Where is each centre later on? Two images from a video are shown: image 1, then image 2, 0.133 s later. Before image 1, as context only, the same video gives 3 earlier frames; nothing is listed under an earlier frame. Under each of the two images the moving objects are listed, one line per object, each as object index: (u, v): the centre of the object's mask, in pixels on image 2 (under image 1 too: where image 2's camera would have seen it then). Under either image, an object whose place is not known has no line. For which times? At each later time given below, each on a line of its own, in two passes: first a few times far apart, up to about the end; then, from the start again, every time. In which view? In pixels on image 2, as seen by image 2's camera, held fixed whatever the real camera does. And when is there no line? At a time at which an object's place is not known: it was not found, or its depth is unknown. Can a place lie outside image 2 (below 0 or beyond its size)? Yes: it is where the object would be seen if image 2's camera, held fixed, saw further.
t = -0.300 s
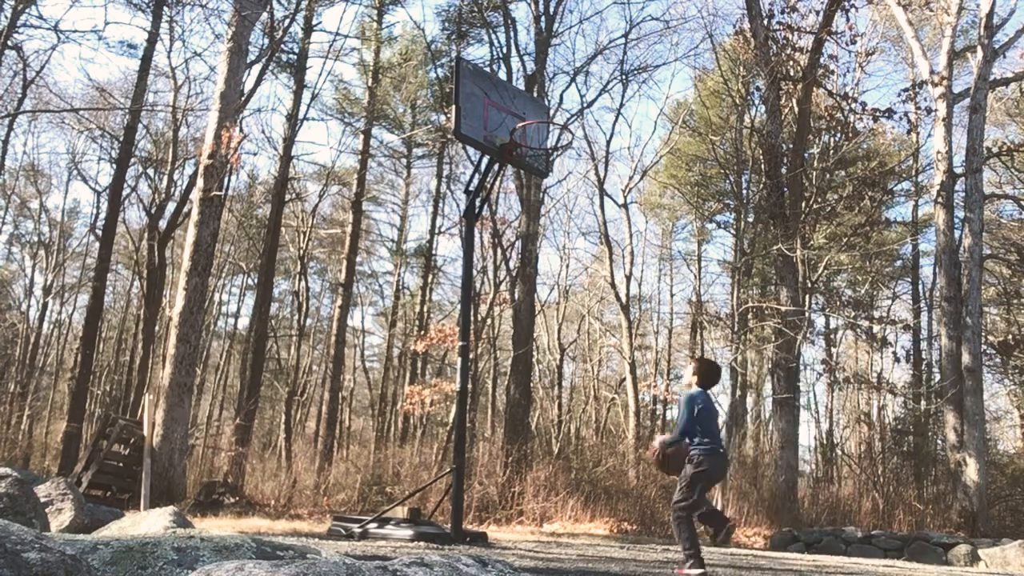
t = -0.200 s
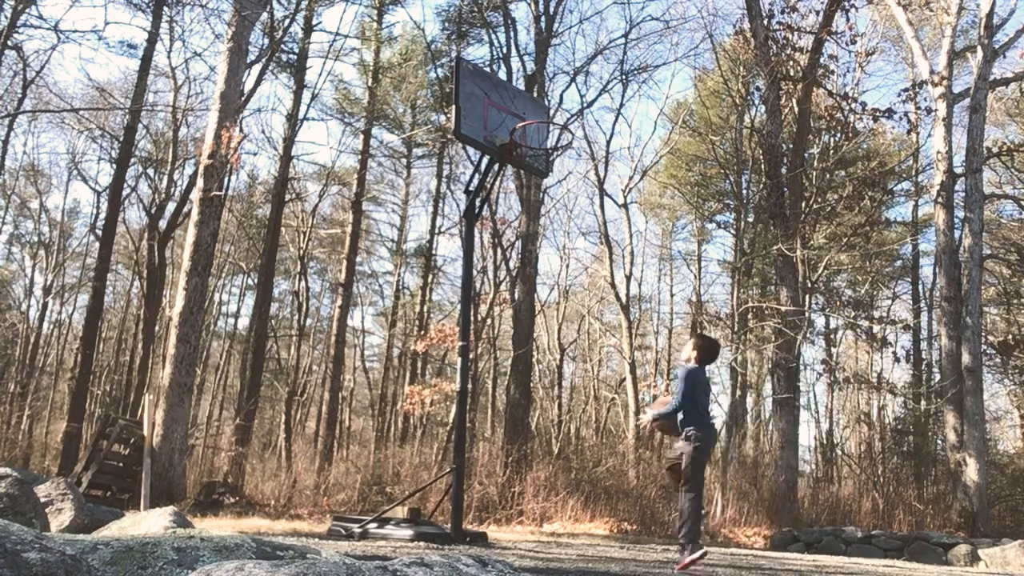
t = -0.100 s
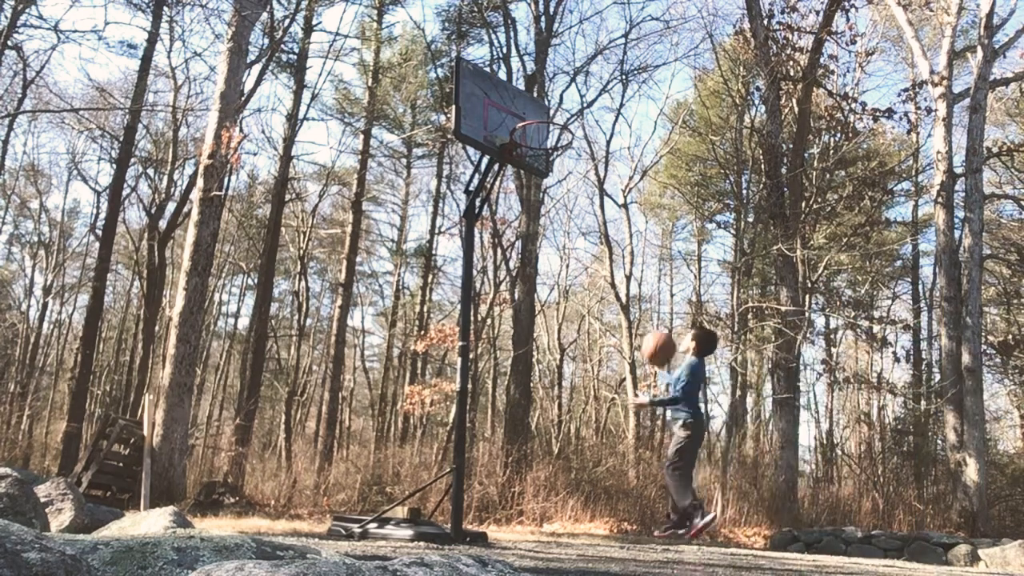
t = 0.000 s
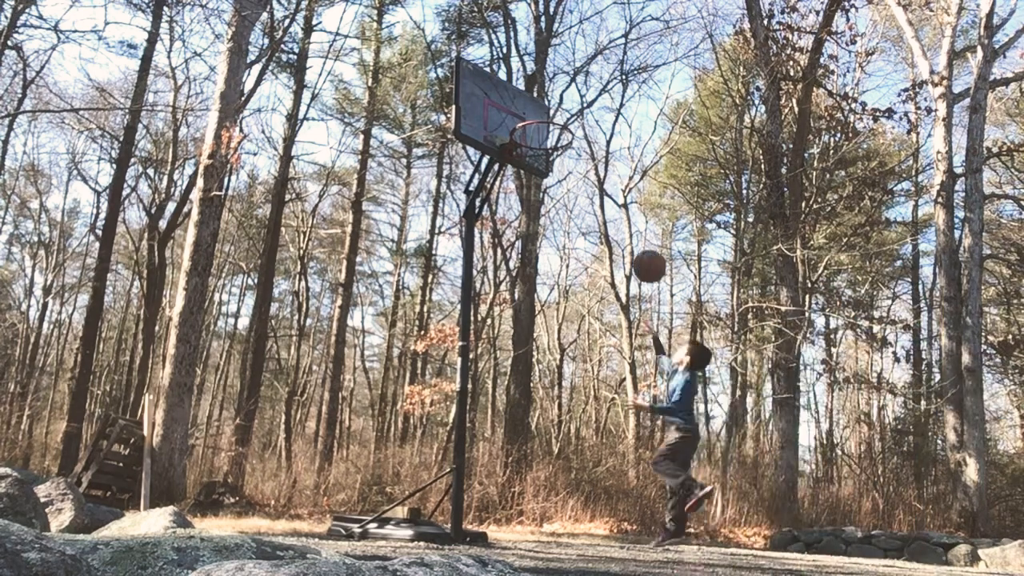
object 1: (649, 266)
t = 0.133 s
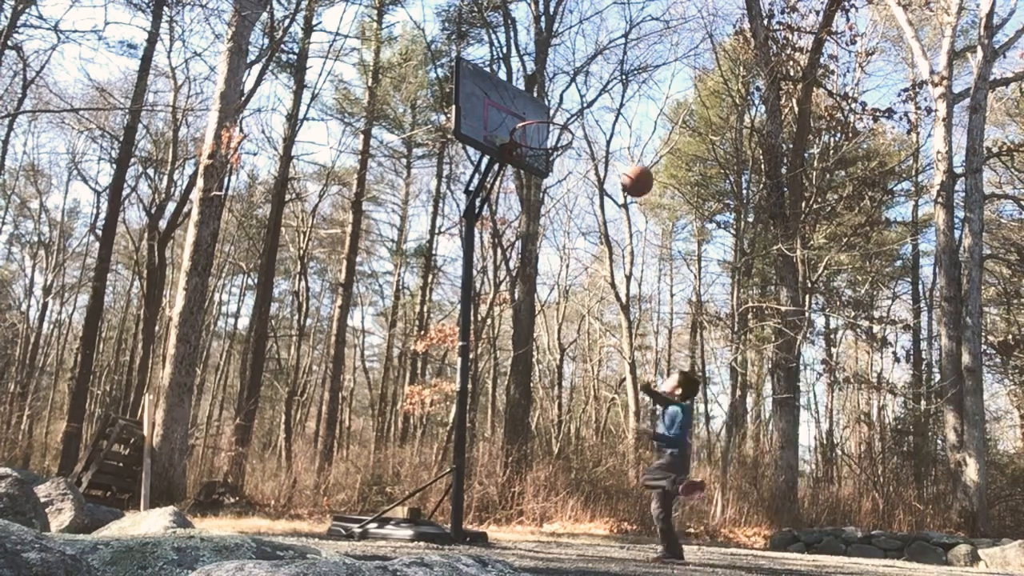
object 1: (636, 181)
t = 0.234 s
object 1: (627, 132)
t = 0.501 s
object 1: (600, 69)
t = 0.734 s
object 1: (573, 83)
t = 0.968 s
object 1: (538, 164)
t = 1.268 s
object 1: (484, 385)
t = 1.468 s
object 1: (462, 479)
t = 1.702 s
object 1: (484, 320)
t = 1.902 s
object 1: (495, 262)
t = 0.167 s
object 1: (633, 163)
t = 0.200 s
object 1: (630, 147)
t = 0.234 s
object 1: (627, 132)
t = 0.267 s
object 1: (624, 120)
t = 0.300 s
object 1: (621, 109)
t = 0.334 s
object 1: (617, 99)
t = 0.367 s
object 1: (614, 91)
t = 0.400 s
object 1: (610, 83)
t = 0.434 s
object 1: (606, 77)
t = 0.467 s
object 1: (603, 73)
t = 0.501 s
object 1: (600, 69)
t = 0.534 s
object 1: (596, 67)
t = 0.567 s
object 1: (592, 67)
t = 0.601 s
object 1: (589, 67)
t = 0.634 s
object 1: (585, 69)
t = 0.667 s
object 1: (580, 72)
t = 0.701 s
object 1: (577, 77)
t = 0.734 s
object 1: (573, 83)
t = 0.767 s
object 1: (567, 91)
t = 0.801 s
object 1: (564, 99)
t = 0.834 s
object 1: (559, 110)
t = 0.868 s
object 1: (554, 121)
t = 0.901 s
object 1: (549, 134)
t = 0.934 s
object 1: (544, 149)
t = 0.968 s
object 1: (538, 164)
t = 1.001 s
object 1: (533, 182)
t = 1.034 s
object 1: (528, 201)
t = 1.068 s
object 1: (521, 221)
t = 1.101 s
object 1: (517, 245)
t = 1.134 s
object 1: (510, 268)
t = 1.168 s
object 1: (505, 294)
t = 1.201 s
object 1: (498, 323)
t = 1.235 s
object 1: (492, 353)
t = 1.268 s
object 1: (484, 385)
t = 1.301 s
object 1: (477, 419)
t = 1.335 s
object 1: (471, 455)
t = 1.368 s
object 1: (463, 494)
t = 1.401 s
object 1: (455, 535)
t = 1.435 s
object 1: (457, 513)
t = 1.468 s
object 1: (462, 479)
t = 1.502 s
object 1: (466, 448)
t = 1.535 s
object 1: (469, 421)
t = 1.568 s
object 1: (473, 396)
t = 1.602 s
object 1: (476, 374)
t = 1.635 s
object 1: (478, 354)
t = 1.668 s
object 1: (481, 336)
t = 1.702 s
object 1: (484, 320)
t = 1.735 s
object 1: (486, 306)
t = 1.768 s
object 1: (489, 293)
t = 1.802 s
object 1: (489, 283)
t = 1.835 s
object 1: (491, 275)
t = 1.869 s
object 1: (492, 268)
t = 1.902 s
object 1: (495, 262)
